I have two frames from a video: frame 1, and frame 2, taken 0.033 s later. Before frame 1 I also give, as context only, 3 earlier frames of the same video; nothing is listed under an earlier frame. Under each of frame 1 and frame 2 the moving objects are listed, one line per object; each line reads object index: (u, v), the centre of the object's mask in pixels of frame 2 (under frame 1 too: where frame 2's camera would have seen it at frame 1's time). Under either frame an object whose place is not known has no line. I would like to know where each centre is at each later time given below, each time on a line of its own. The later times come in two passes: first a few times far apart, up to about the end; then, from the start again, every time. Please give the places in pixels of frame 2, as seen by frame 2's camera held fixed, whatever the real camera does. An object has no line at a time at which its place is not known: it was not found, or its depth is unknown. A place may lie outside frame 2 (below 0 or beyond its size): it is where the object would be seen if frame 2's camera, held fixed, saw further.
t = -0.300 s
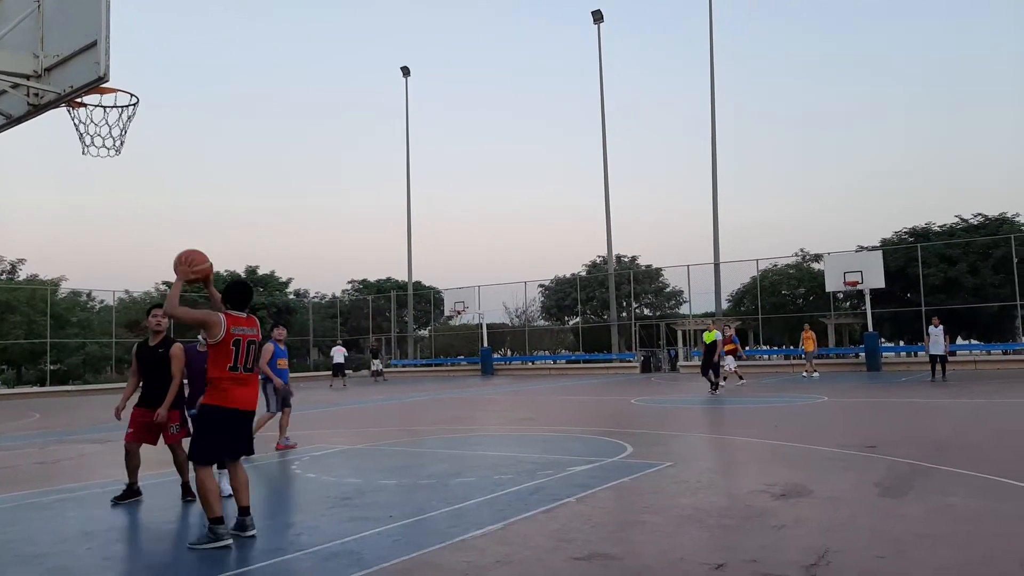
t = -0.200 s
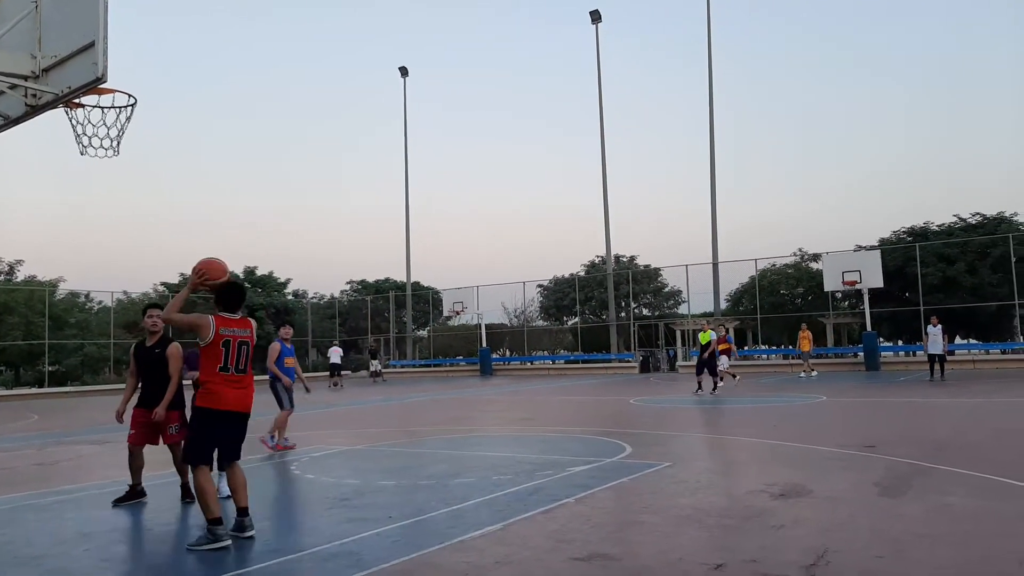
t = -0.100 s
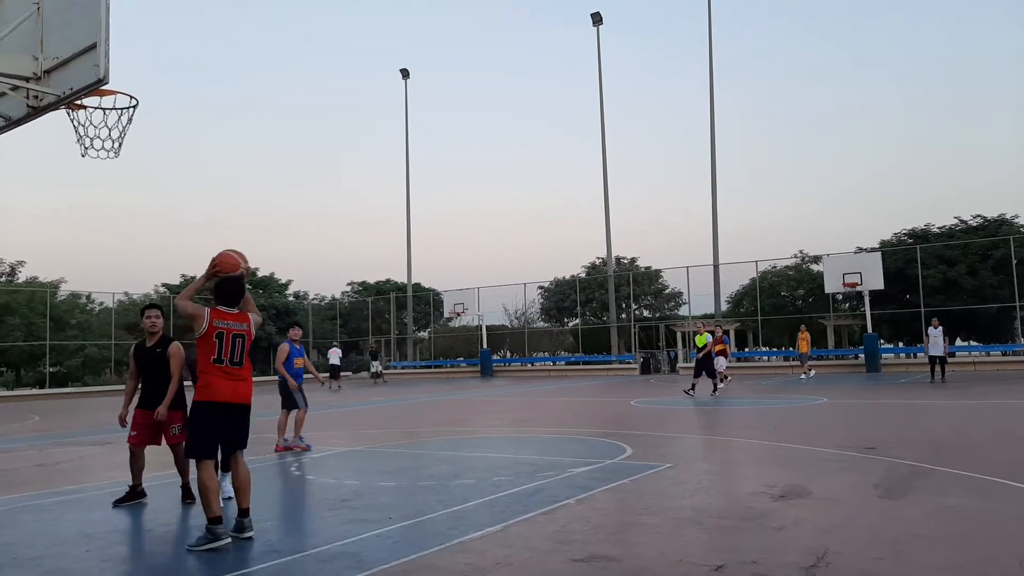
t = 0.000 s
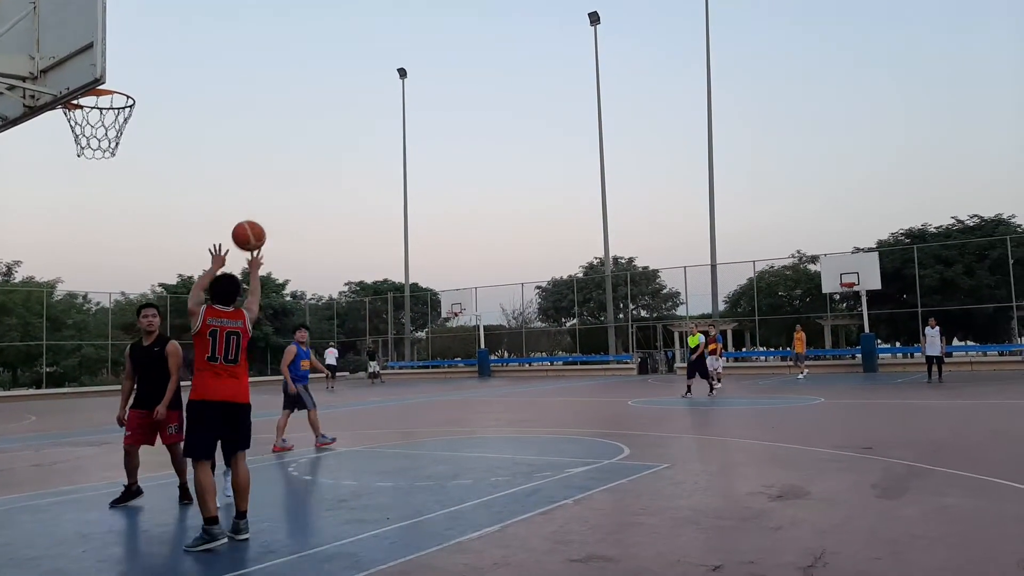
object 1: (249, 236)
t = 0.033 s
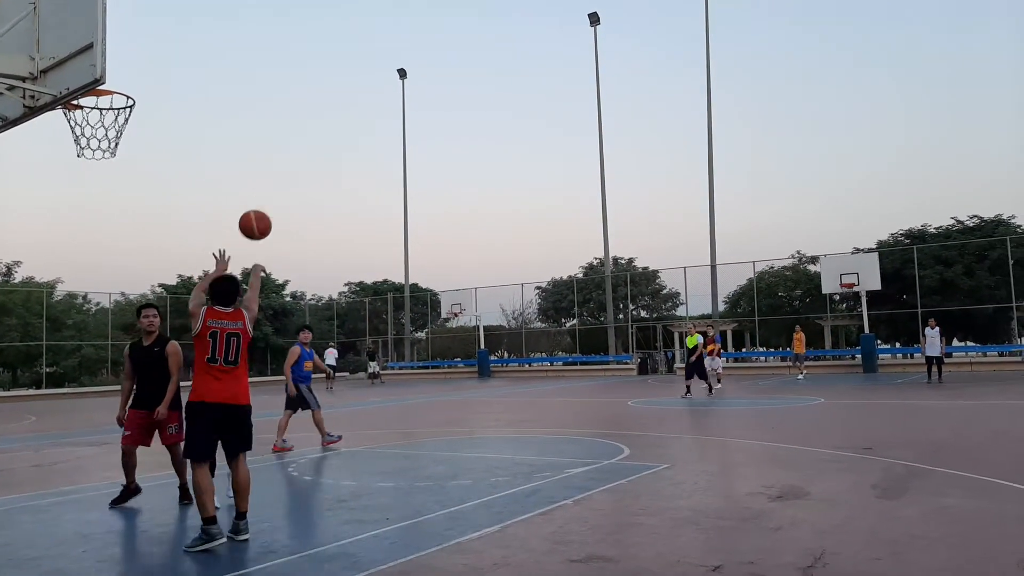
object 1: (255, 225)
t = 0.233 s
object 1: (288, 193)
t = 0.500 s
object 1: (321, 219)
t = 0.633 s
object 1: (335, 251)
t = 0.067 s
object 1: (261, 216)
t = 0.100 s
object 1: (267, 208)
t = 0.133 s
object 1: (273, 202)
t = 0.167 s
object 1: (278, 197)
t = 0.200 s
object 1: (283, 195)
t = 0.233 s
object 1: (288, 193)
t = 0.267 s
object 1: (292, 192)
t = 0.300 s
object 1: (297, 193)
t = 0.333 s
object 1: (301, 195)
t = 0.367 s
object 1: (305, 197)
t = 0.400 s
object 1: (309, 201)
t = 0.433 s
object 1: (313, 206)
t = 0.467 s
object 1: (318, 212)
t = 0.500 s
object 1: (321, 219)
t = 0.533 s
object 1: (325, 226)
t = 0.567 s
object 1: (328, 234)
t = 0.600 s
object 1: (332, 242)
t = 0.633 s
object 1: (335, 251)
